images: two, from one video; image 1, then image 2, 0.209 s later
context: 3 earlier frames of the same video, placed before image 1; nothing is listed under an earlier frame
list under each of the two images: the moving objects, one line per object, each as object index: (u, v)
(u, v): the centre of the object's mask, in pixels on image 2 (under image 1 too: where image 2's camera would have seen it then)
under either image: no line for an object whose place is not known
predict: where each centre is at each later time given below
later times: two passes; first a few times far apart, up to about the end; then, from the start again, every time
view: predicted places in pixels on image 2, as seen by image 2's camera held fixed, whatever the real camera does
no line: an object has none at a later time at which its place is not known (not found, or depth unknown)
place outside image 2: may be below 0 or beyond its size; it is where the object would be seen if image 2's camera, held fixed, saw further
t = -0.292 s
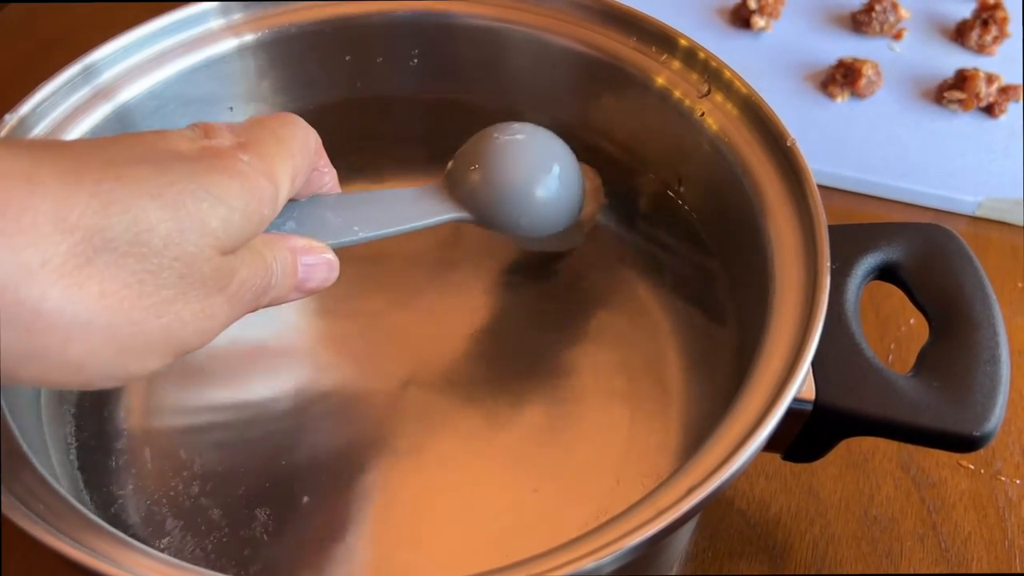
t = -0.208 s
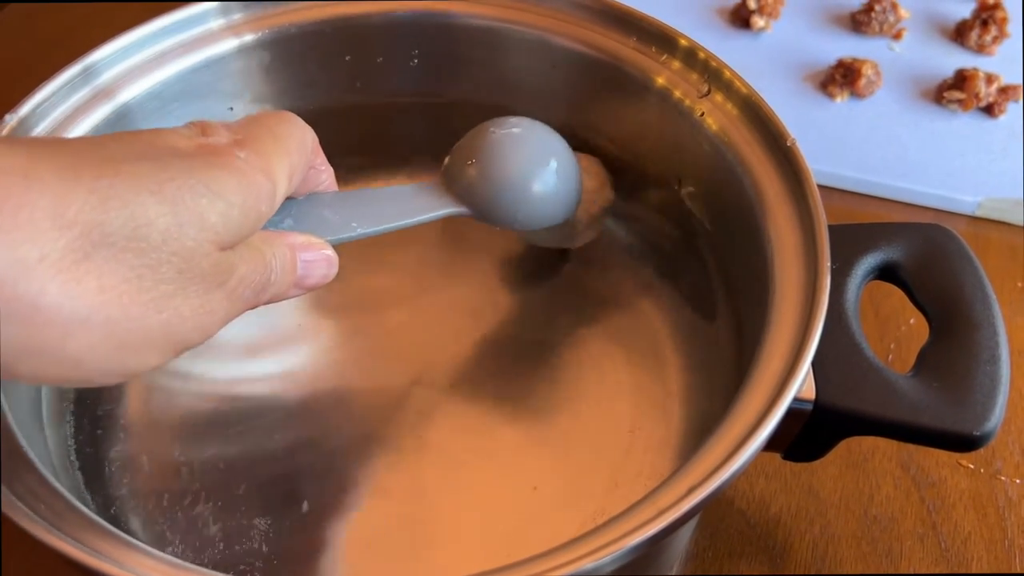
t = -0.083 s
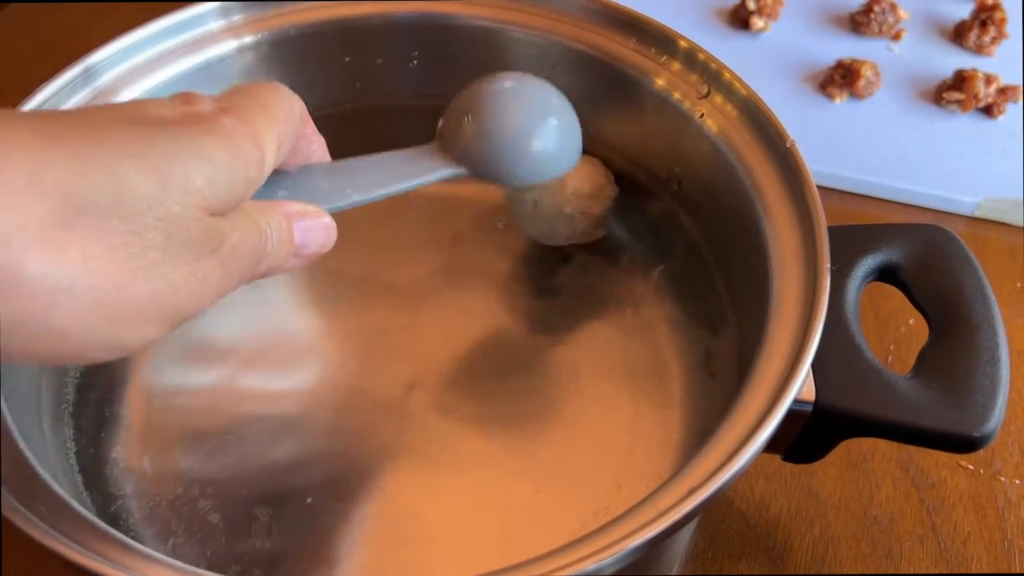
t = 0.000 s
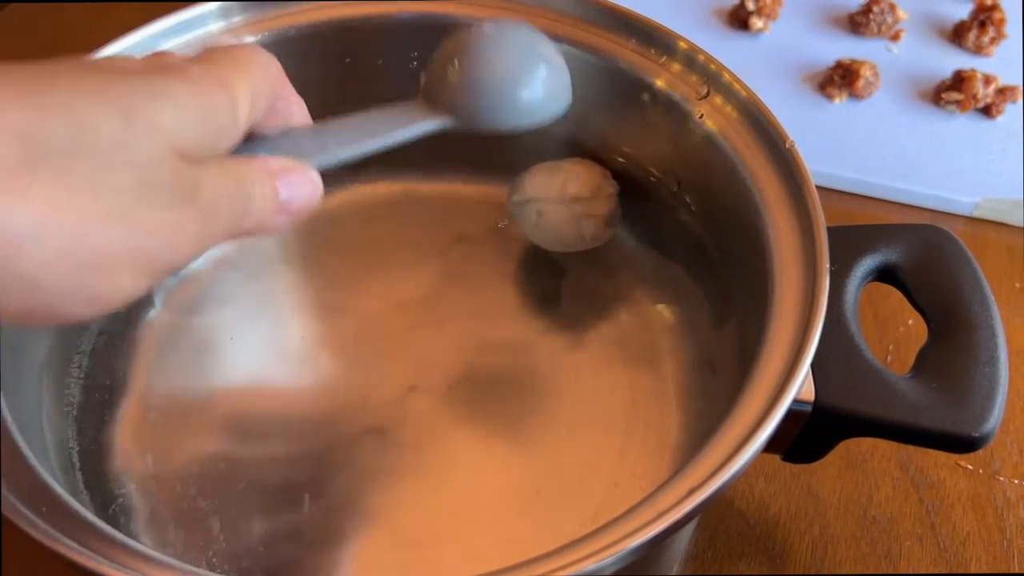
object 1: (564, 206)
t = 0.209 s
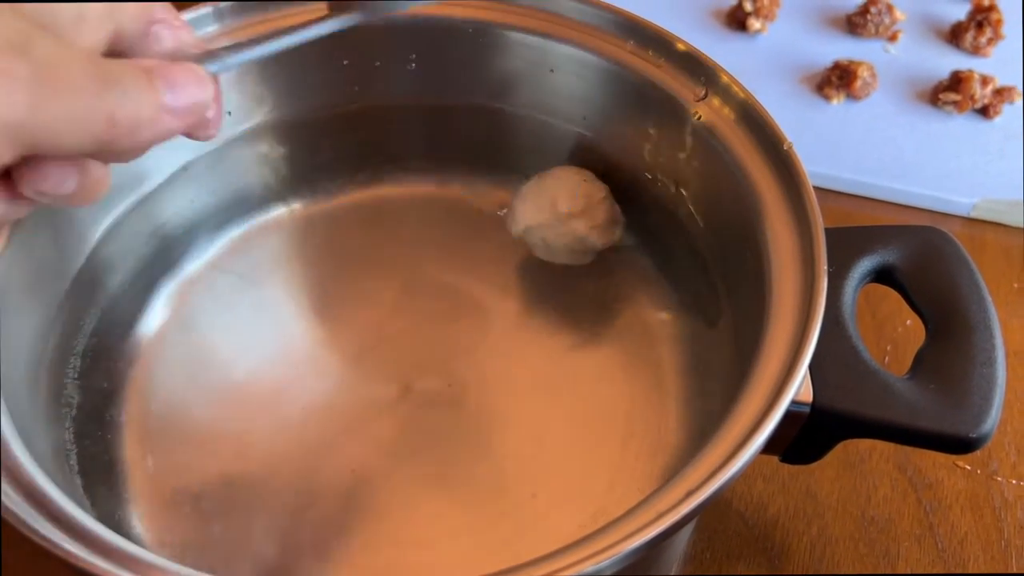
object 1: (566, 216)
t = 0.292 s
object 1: (567, 221)
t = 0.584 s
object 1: (571, 242)
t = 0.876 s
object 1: (579, 255)
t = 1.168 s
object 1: (582, 266)
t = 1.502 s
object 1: (586, 276)
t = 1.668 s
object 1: (586, 278)
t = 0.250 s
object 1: (566, 219)
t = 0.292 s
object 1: (567, 221)
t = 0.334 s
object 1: (567, 225)
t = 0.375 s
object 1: (568, 230)
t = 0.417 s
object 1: (568, 231)
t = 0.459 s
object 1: (569, 235)
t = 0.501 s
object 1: (571, 236)
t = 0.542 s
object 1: (571, 238)
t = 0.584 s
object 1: (571, 242)
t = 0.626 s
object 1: (574, 243)
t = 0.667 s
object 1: (574, 245)
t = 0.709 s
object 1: (575, 246)
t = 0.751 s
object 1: (577, 248)
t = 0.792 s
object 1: (577, 251)
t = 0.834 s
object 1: (577, 252)
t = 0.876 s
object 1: (579, 255)
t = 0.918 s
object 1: (579, 258)
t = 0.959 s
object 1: (580, 259)
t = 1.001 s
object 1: (581, 261)
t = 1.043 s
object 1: (582, 263)
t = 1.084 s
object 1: (583, 263)
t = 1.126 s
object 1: (583, 264)
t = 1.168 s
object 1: (582, 266)
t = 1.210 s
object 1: (582, 268)
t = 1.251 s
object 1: (583, 268)
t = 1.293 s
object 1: (583, 271)
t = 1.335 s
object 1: (583, 273)
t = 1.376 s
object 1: (584, 273)
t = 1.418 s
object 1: (584, 273)
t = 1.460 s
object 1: (585, 275)
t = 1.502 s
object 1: (586, 276)
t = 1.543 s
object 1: (588, 276)
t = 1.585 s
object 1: (587, 277)
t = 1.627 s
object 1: (586, 277)
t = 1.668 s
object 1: (586, 278)
